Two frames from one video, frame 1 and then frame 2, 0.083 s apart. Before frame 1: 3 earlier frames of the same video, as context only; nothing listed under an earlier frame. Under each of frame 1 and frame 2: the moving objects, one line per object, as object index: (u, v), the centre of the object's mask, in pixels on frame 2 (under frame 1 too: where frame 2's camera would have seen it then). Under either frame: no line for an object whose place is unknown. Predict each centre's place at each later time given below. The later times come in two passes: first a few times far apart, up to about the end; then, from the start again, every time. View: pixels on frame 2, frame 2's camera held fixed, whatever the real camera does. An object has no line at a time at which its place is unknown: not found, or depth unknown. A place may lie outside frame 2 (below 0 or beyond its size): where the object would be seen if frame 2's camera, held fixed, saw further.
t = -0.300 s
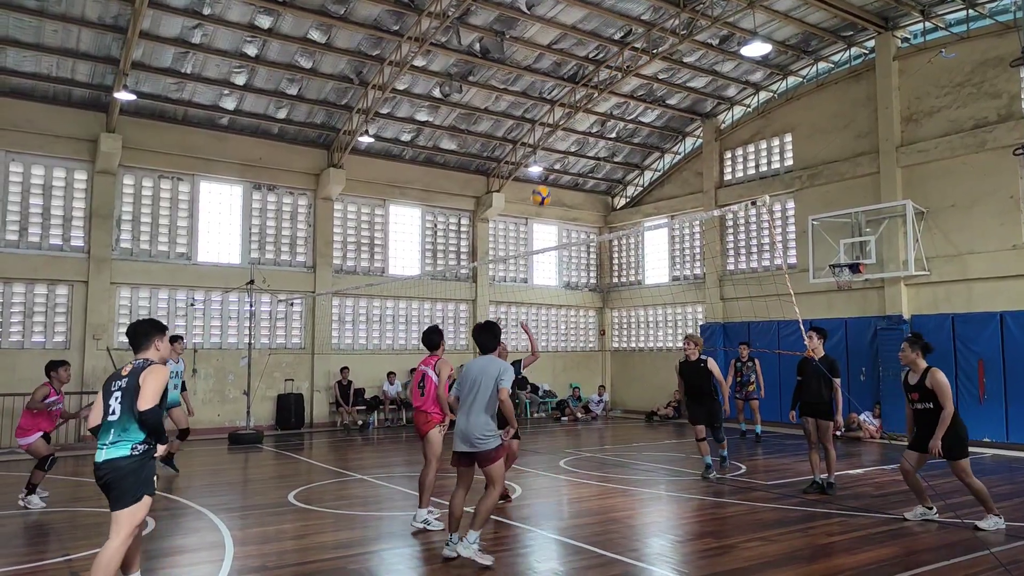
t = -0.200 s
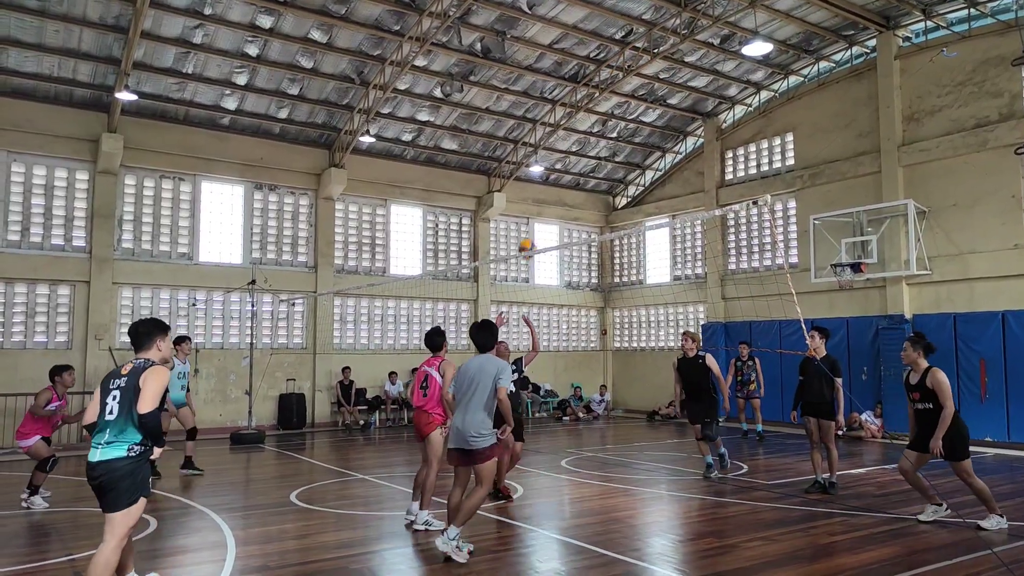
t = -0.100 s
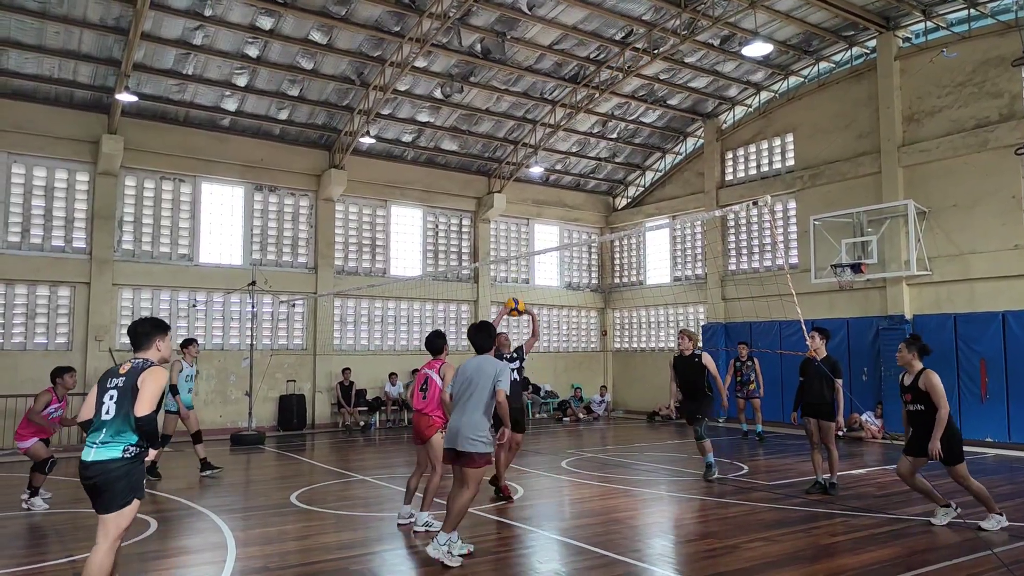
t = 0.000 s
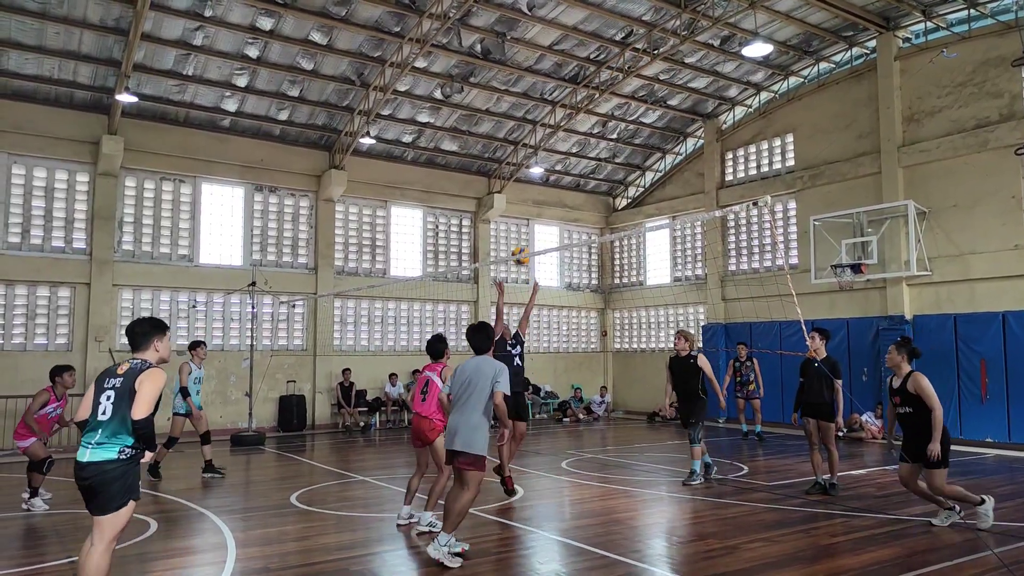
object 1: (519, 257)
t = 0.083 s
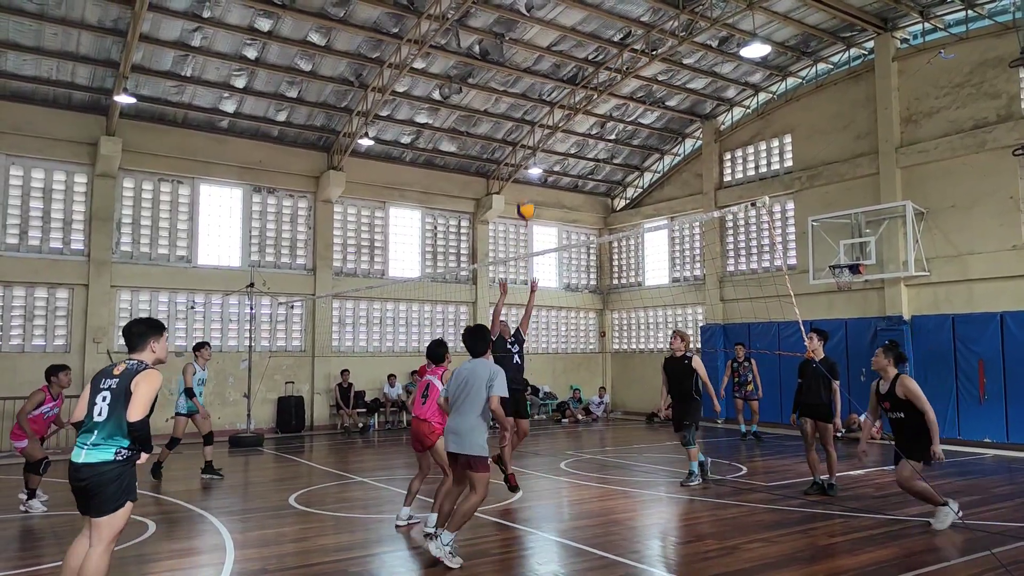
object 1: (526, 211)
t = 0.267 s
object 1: (540, 127)
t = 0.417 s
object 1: (553, 80)
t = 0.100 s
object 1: (527, 202)
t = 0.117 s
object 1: (528, 193)
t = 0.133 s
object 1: (529, 185)
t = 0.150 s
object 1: (530, 177)
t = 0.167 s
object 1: (532, 169)
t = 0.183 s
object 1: (532, 161)
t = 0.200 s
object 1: (534, 154)
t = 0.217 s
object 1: (536, 147)
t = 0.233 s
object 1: (536, 141)
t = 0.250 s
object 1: (539, 133)
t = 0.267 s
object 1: (540, 127)
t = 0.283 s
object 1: (542, 120)
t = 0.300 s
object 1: (543, 115)
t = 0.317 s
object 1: (544, 108)
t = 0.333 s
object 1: (546, 103)
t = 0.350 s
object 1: (547, 98)
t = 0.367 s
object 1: (549, 94)
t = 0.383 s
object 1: (549, 89)
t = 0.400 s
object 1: (551, 85)
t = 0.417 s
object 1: (553, 80)
